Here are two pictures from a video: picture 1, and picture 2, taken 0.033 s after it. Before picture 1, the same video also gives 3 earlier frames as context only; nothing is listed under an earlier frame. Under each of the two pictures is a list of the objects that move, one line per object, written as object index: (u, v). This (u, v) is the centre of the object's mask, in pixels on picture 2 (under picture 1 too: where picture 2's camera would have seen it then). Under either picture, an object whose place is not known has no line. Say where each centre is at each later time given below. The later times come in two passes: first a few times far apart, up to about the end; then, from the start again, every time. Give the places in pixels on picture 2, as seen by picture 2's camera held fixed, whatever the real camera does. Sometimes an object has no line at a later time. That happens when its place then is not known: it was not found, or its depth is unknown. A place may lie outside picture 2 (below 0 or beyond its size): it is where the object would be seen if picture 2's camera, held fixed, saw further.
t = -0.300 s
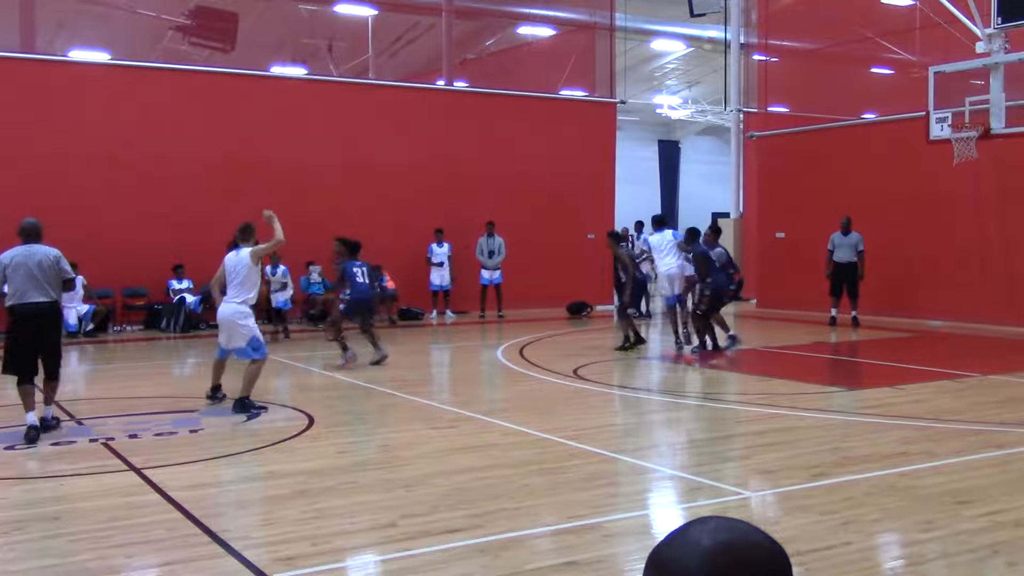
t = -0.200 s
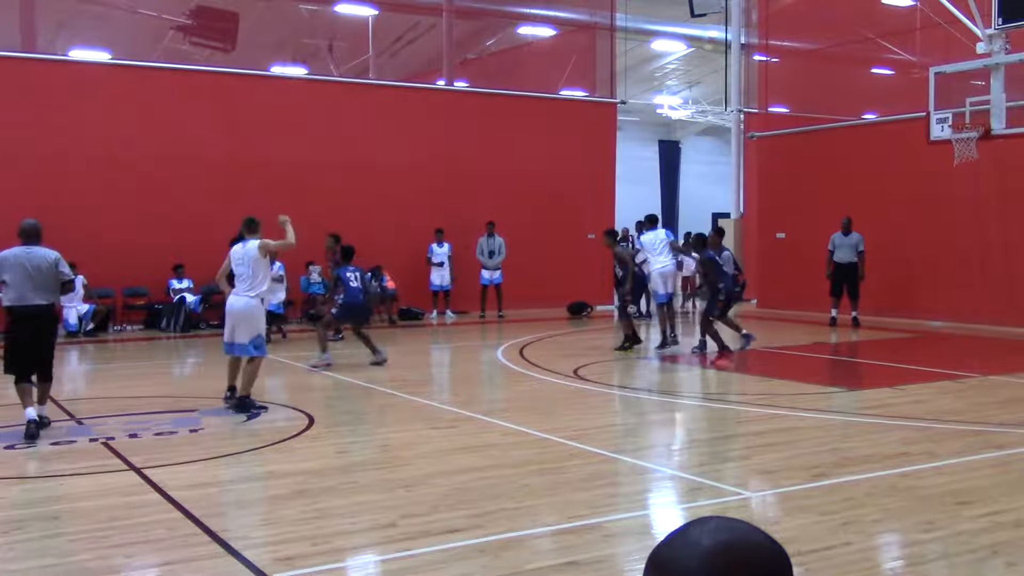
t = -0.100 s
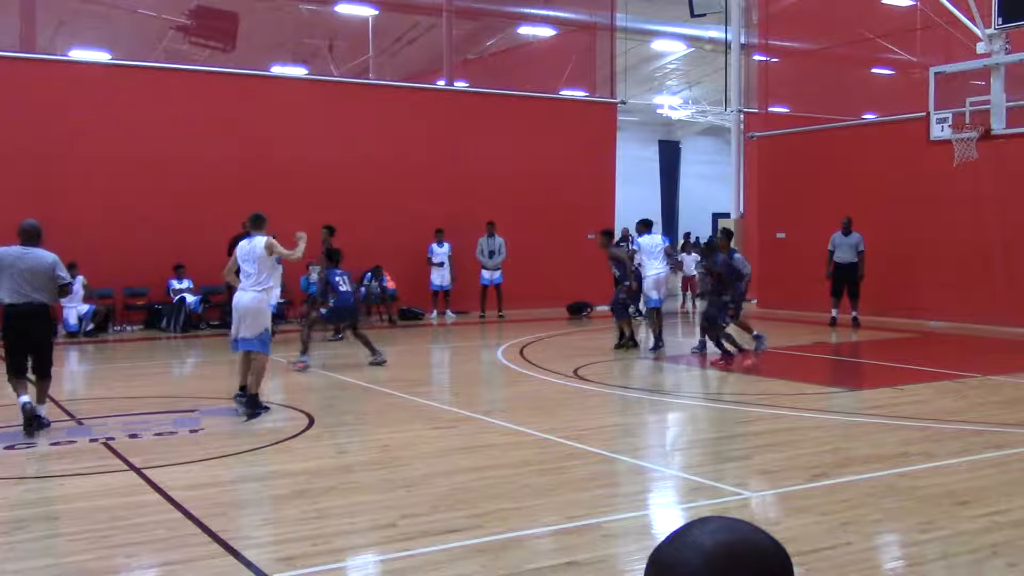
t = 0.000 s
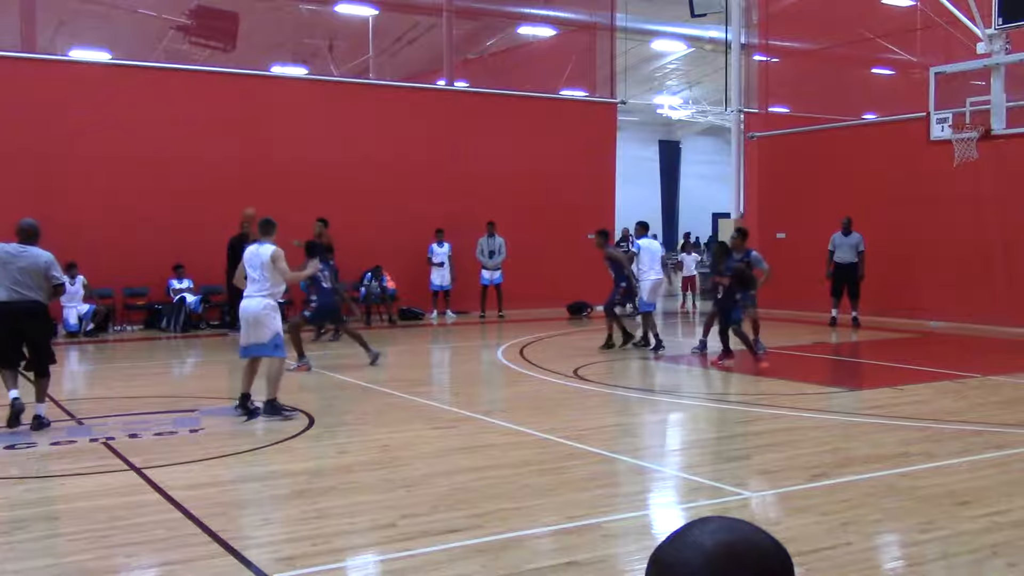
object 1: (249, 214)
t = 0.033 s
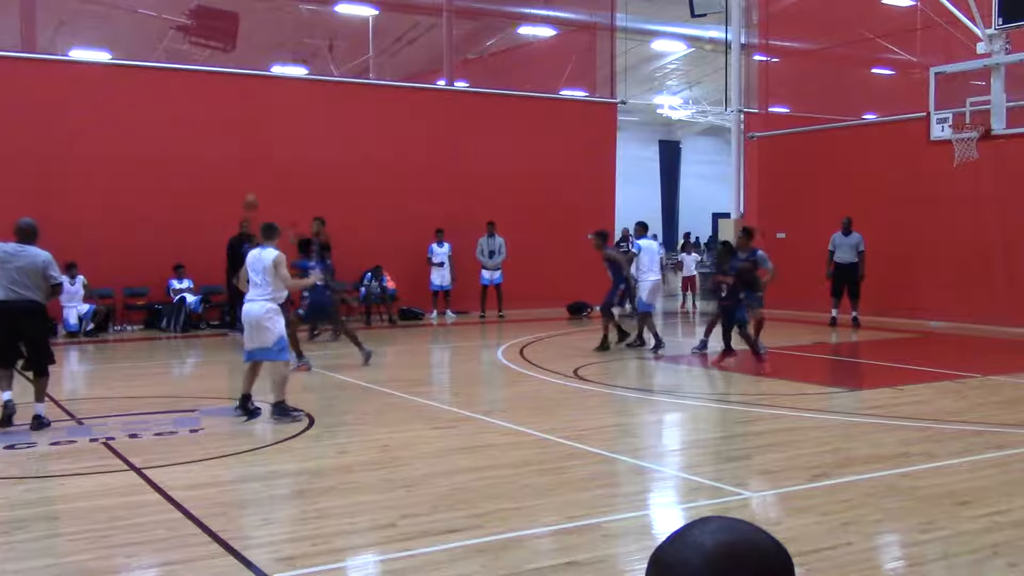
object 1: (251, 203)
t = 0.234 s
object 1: (260, 136)
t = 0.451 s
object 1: (271, 91)
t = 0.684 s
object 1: (289, 77)
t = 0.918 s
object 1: (311, 118)
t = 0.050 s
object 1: (251, 196)
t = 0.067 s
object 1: (252, 190)
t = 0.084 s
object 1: (252, 185)
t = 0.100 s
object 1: (253, 179)
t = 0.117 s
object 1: (253, 175)
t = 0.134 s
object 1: (253, 167)
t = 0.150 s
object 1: (255, 162)
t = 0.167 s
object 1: (256, 156)
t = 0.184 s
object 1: (257, 151)
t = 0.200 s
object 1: (258, 146)
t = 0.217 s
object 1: (259, 141)
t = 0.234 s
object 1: (260, 136)
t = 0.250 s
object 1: (260, 132)
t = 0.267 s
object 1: (261, 127)
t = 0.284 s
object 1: (263, 123)
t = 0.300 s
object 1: (263, 119)
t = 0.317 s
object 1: (264, 114)
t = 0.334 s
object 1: (264, 111)
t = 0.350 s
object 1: (265, 108)
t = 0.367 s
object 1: (266, 104)
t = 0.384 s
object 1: (267, 101)
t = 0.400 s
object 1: (267, 98)
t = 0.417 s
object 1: (270, 95)
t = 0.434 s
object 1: (270, 93)
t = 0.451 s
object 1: (271, 91)
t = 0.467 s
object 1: (273, 88)
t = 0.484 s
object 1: (275, 85)
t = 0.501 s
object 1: (276, 84)
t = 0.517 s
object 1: (277, 83)
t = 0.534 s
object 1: (278, 81)
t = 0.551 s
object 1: (278, 80)
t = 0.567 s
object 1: (279, 80)
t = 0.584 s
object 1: (281, 79)
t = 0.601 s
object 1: (282, 78)
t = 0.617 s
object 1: (284, 76)
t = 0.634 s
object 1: (285, 76)
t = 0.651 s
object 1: (287, 76)
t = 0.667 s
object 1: (287, 76)
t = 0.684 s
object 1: (289, 77)
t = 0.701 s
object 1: (290, 77)
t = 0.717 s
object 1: (291, 79)
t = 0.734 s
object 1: (293, 80)
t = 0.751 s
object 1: (295, 83)
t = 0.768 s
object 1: (298, 86)
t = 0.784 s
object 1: (299, 86)
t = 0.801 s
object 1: (299, 90)
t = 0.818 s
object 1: (299, 92)
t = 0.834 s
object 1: (301, 96)
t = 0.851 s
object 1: (304, 101)
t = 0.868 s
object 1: (306, 104)
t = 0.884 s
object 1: (308, 109)
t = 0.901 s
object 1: (309, 113)
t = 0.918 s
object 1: (311, 118)
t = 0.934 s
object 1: (313, 124)
